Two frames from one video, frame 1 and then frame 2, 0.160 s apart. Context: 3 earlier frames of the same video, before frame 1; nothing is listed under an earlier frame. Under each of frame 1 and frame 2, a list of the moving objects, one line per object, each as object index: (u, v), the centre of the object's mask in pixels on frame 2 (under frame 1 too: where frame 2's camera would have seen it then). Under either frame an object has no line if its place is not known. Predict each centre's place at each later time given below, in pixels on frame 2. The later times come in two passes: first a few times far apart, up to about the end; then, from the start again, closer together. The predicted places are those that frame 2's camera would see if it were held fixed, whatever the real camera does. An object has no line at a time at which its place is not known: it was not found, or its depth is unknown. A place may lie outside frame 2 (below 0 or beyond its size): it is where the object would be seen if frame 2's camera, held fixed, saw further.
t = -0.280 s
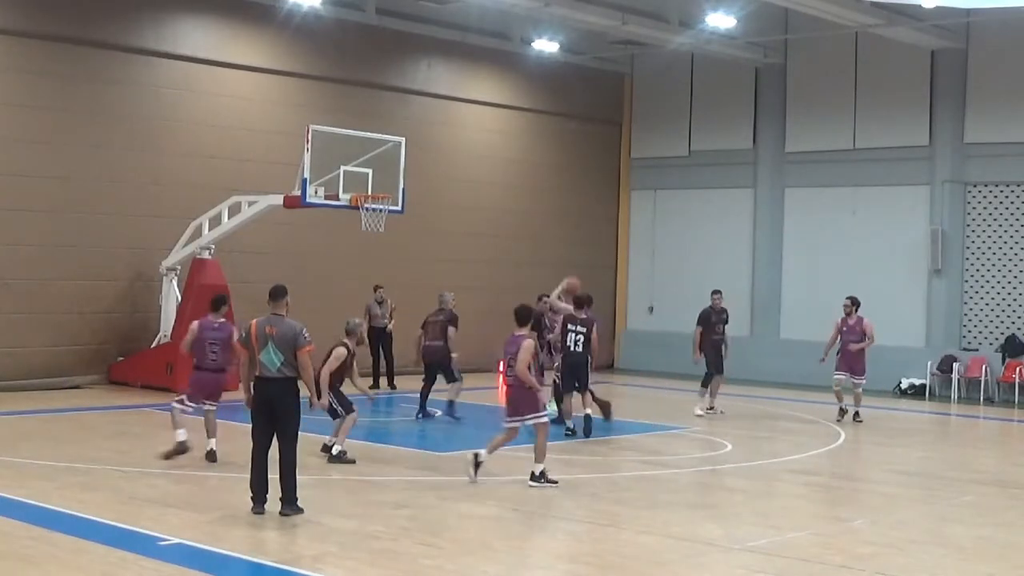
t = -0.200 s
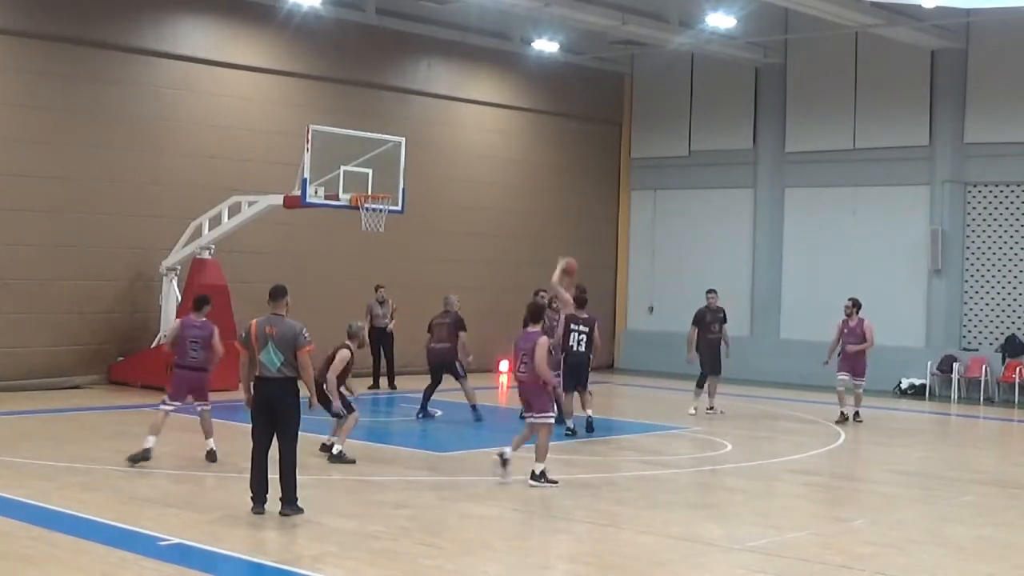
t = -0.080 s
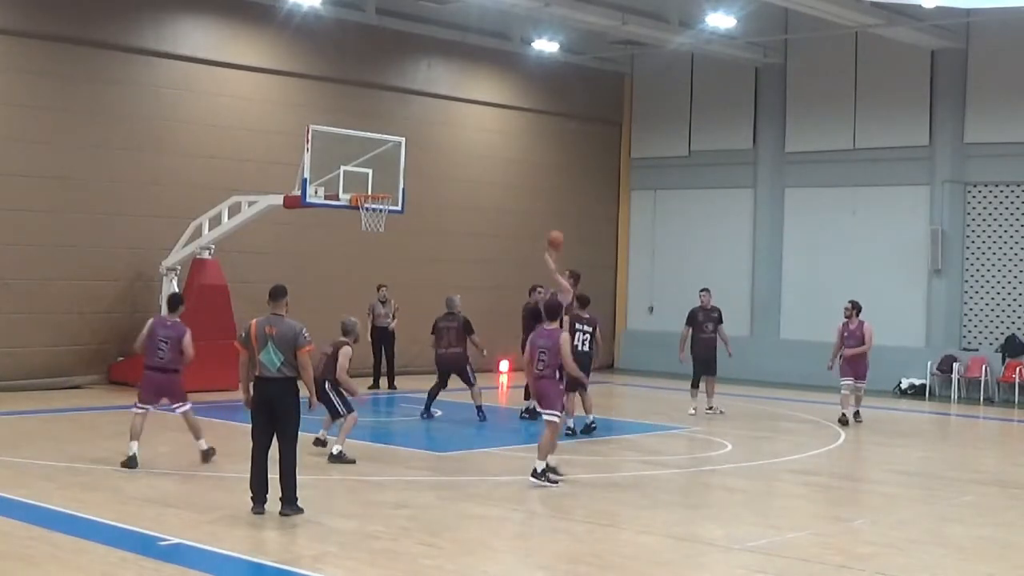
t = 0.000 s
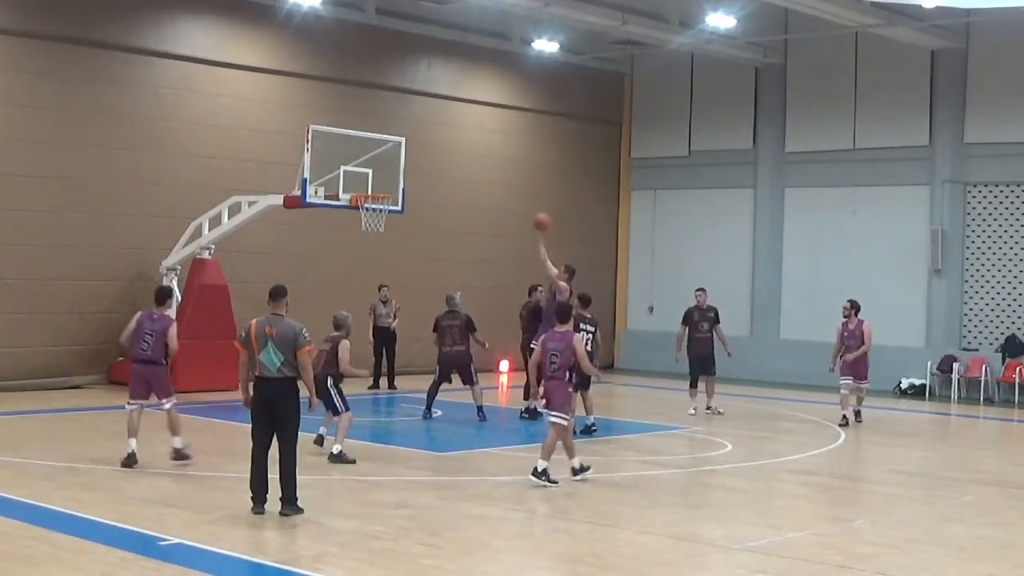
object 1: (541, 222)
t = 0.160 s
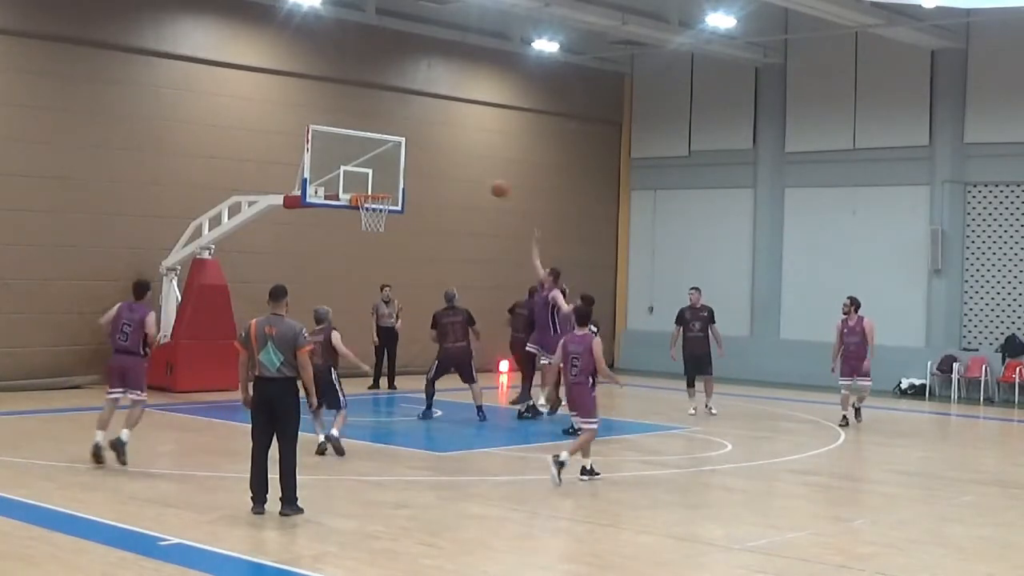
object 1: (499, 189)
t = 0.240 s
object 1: (478, 179)
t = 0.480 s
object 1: (415, 178)
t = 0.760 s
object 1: (384, 174)
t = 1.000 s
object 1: (377, 186)
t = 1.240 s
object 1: (364, 185)
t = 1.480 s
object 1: (361, 187)
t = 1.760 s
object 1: (370, 188)
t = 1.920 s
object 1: (379, 191)
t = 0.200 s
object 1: (488, 184)
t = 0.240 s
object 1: (478, 179)
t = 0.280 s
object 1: (467, 178)
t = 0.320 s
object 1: (457, 175)
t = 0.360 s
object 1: (446, 174)
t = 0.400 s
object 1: (436, 174)
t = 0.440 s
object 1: (425, 175)
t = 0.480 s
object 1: (415, 178)
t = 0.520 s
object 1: (405, 181)
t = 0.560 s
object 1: (394, 186)
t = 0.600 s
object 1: (388, 187)
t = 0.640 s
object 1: (387, 181)
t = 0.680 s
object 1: (387, 178)
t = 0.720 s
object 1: (385, 175)
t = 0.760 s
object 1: (384, 174)
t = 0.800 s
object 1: (383, 173)
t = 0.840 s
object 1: (382, 174)
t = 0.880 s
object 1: (381, 176)
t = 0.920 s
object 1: (381, 178)
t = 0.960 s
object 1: (378, 183)
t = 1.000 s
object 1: (377, 186)
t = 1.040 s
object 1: (375, 183)
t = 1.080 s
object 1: (373, 182)
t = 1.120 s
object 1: (372, 181)
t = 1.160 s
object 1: (369, 181)
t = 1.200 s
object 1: (367, 183)
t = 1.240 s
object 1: (364, 185)
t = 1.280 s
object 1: (363, 185)
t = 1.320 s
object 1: (362, 185)
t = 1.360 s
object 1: (362, 185)
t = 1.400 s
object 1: (362, 185)
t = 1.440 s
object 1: (362, 185)
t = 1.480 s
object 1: (361, 187)
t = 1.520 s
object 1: (362, 186)
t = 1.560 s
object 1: (362, 185)
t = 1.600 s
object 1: (363, 186)
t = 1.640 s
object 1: (364, 187)
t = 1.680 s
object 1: (365, 187)
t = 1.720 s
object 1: (368, 187)
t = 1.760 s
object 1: (370, 188)
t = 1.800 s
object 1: (371, 189)
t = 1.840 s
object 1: (374, 190)
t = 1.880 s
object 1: (376, 190)
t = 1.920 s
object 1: (379, 191)
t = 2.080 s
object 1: (385, 218)
